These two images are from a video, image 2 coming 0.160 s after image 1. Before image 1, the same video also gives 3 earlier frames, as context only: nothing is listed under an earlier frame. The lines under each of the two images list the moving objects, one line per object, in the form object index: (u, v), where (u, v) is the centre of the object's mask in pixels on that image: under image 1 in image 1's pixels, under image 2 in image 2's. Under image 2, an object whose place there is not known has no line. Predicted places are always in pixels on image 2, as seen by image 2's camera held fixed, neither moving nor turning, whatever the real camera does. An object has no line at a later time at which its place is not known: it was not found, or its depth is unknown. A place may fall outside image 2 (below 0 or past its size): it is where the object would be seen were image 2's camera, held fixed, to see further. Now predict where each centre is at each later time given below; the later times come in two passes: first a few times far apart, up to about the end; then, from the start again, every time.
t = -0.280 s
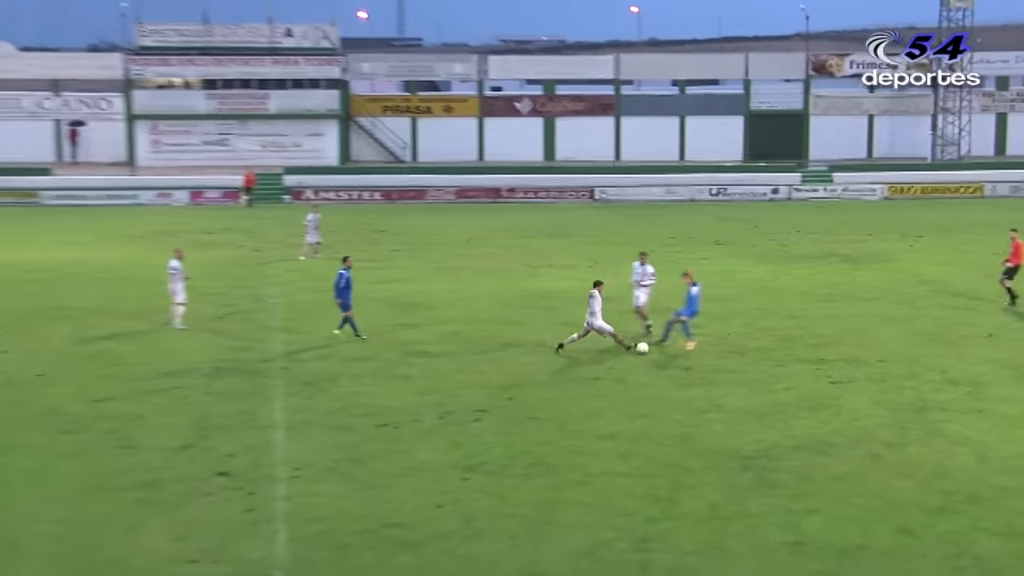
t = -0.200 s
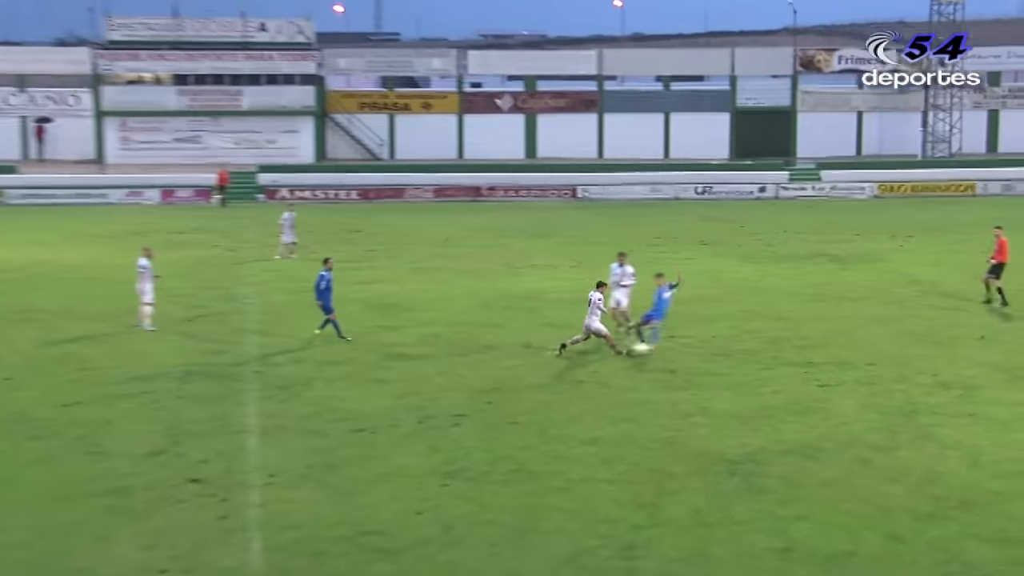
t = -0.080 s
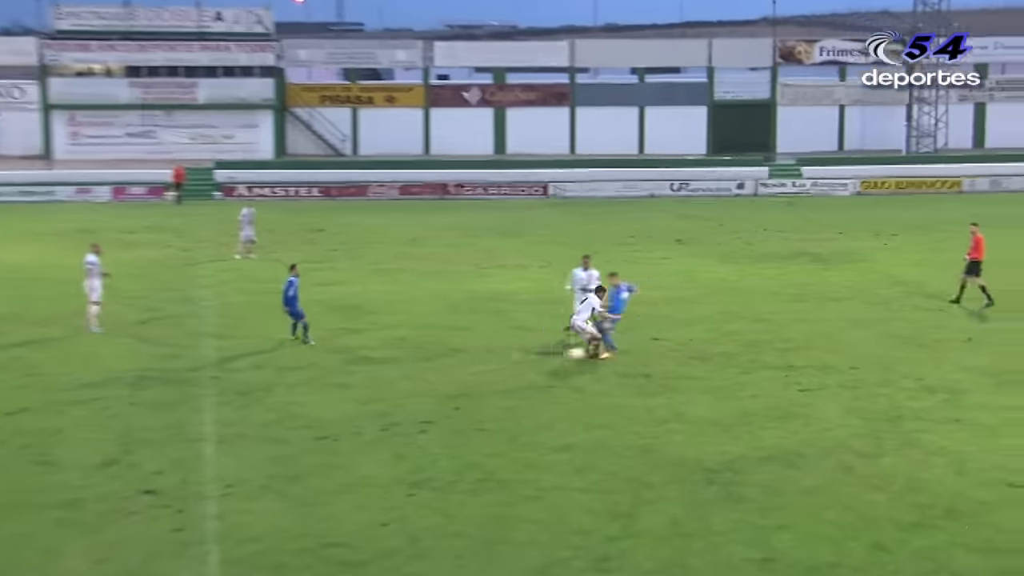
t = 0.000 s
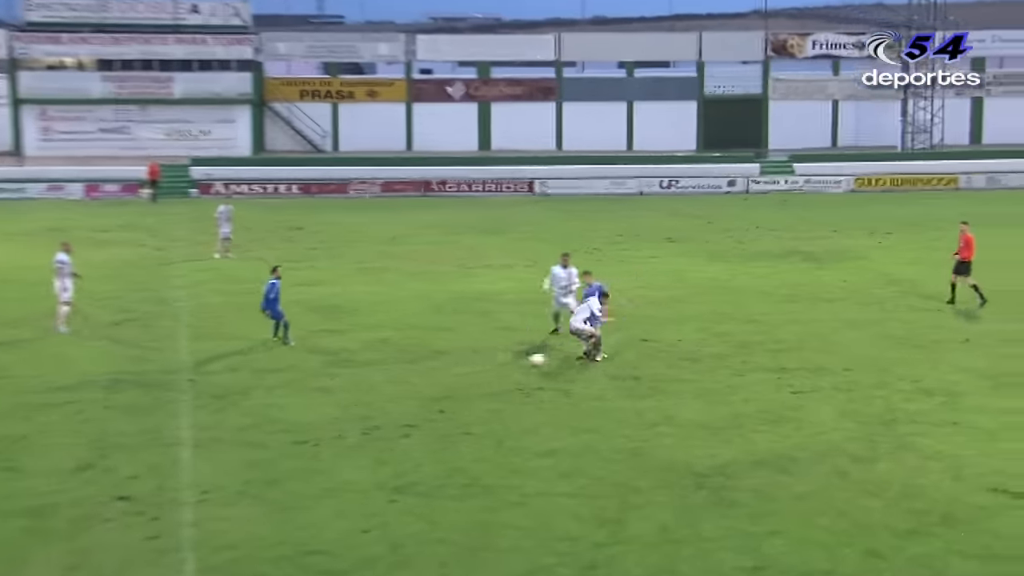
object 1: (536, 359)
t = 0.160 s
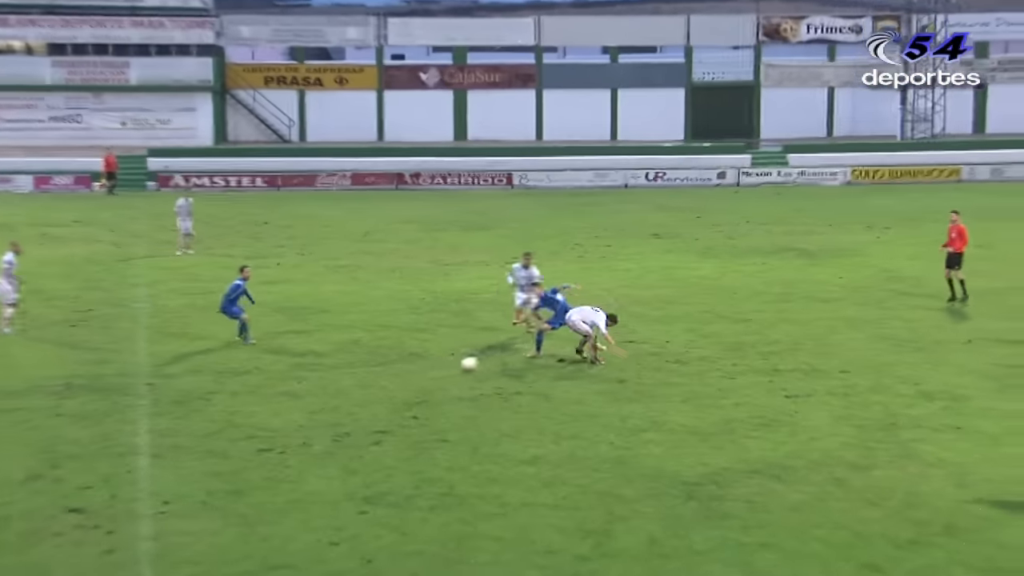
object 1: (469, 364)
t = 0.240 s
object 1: (446, 366)
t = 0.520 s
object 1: (384, 371)
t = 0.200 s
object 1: (456, 366)
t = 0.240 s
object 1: (446, 366)
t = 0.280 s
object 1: (435, 367)
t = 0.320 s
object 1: (426, 368)
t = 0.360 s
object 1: (417, 369)
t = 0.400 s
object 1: (408, 369)
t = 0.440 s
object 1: (400, 370)
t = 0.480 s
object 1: (392, 371)
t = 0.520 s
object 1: (384, 371)
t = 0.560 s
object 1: (376, 371)
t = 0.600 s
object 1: (368, 372)
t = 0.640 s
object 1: (360, 372)
